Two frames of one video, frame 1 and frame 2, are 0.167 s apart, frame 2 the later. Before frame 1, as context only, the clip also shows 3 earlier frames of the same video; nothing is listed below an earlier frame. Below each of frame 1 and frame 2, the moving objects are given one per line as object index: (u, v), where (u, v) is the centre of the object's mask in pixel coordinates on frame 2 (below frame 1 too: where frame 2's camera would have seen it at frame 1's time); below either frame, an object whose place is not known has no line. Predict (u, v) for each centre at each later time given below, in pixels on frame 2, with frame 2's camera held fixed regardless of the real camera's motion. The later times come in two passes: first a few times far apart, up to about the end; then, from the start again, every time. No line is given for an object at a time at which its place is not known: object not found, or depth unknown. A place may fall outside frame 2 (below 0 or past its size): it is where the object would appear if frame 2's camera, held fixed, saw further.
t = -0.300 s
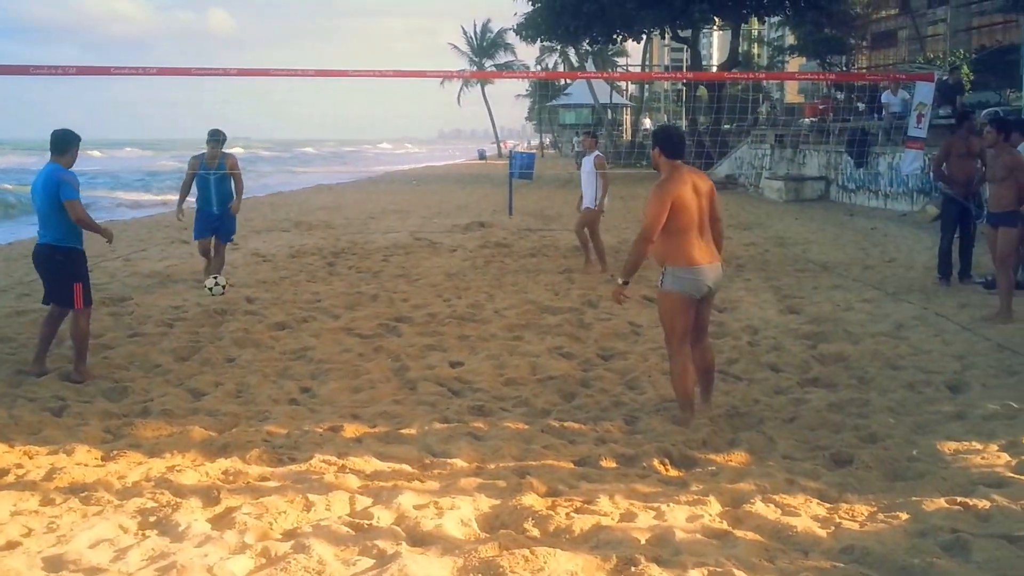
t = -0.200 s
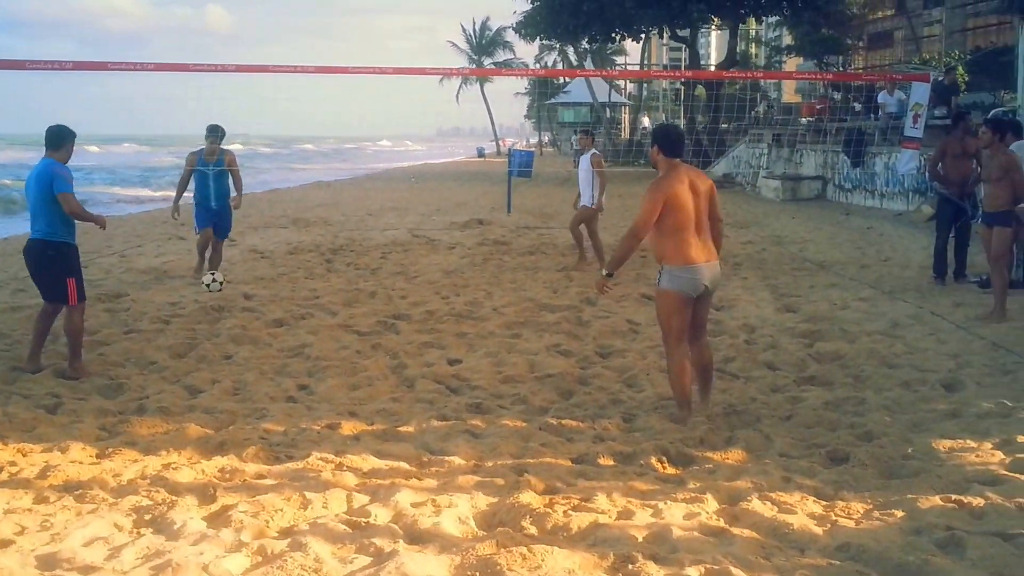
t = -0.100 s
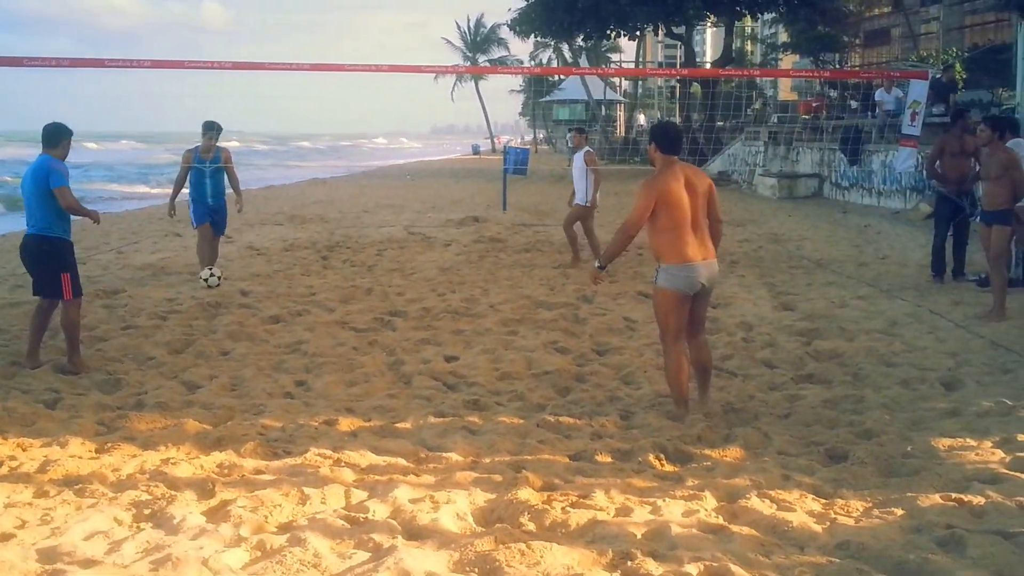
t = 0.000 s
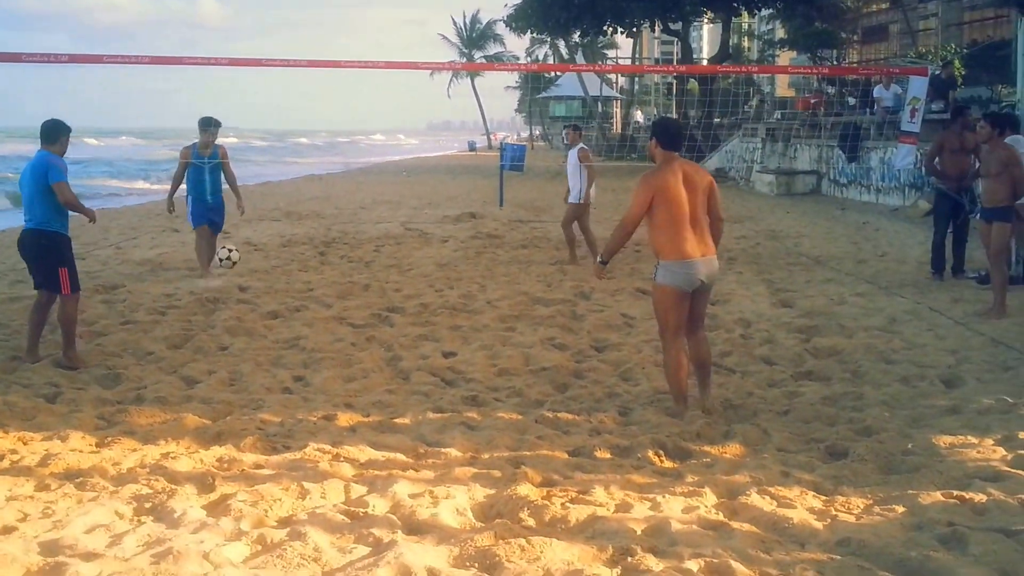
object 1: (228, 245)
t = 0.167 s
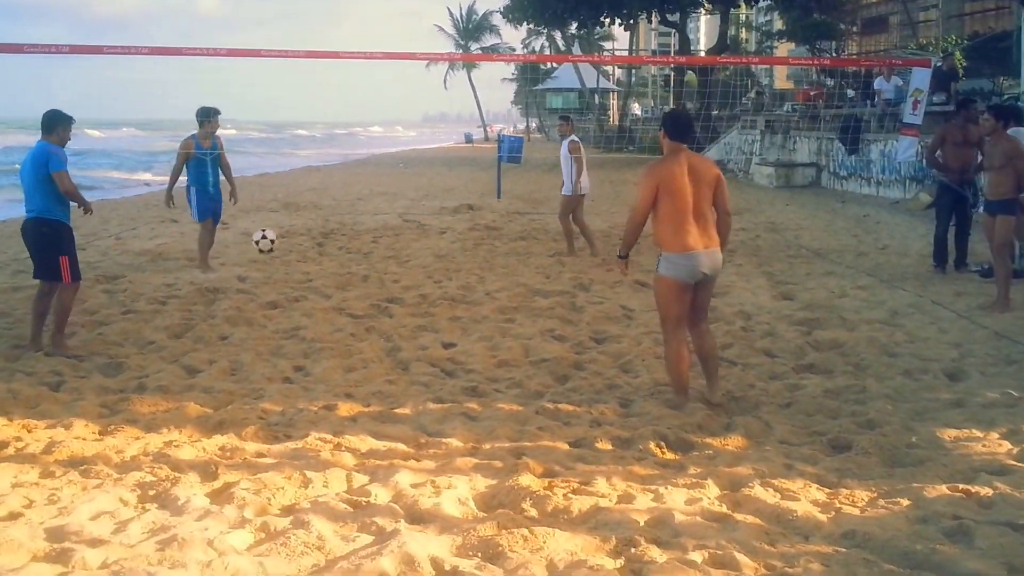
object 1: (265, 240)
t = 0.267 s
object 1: (293, 254)
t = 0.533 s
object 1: (390, 371)
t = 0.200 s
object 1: (274, 244)
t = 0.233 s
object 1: (283, 248)
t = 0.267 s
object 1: (293, 254)
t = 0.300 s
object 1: (303, 261)
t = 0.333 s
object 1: (313, 270)
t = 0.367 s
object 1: (324, 282)
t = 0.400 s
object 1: (336, 295)
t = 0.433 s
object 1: (350, 310)
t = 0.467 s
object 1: (362, 329)
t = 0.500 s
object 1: (376, 349)
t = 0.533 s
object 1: (390, 371)
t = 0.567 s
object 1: (399, 373)
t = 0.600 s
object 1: (406, 372)
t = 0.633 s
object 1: (413, 372)
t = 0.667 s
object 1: (420, 374)
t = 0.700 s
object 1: (428, 377)
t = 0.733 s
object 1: (436, 383)
